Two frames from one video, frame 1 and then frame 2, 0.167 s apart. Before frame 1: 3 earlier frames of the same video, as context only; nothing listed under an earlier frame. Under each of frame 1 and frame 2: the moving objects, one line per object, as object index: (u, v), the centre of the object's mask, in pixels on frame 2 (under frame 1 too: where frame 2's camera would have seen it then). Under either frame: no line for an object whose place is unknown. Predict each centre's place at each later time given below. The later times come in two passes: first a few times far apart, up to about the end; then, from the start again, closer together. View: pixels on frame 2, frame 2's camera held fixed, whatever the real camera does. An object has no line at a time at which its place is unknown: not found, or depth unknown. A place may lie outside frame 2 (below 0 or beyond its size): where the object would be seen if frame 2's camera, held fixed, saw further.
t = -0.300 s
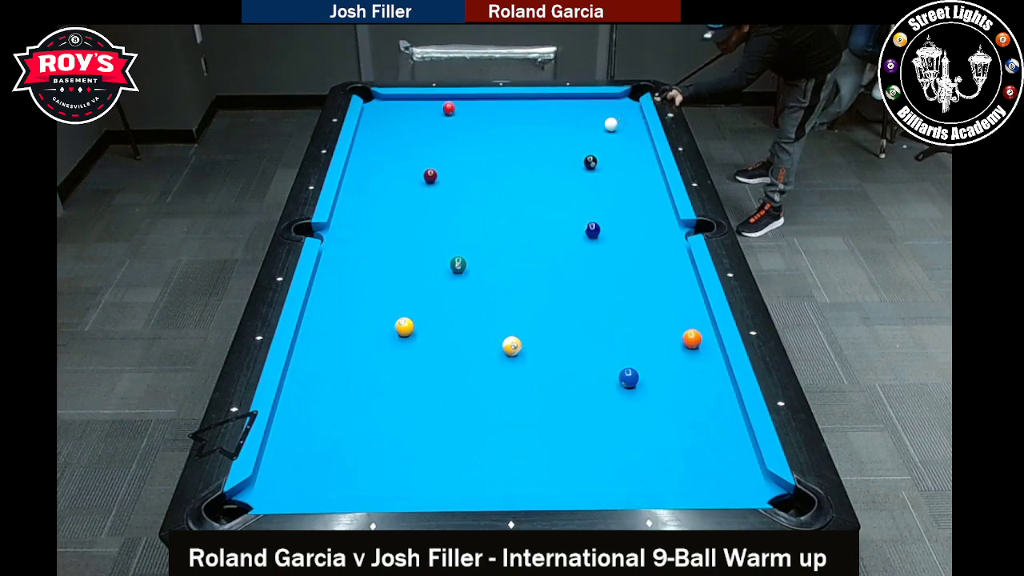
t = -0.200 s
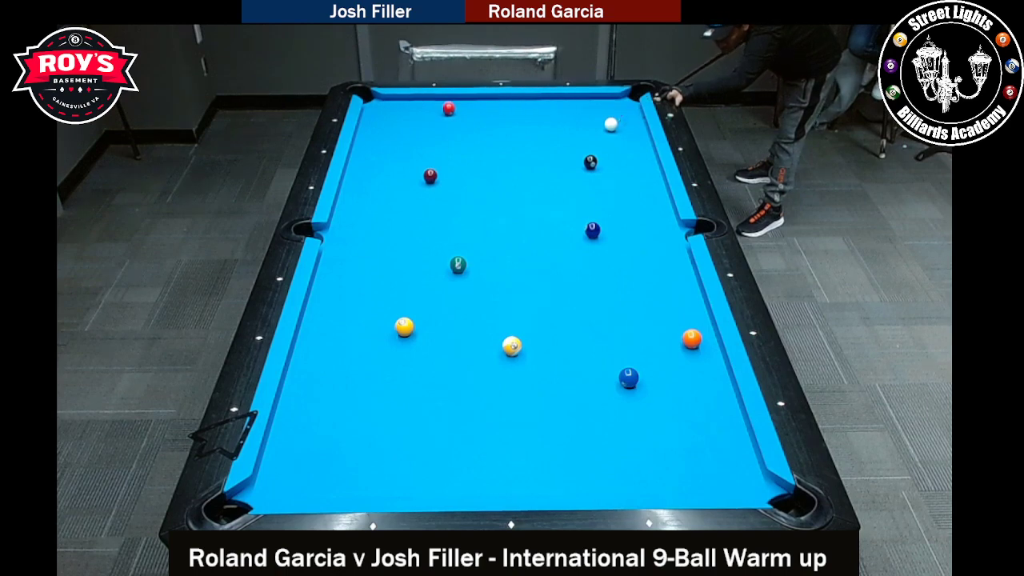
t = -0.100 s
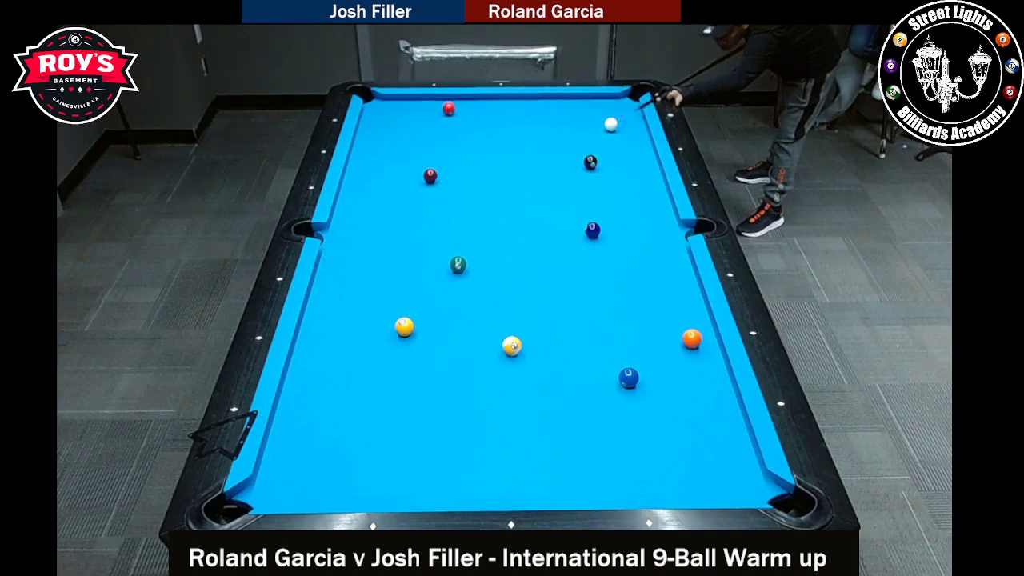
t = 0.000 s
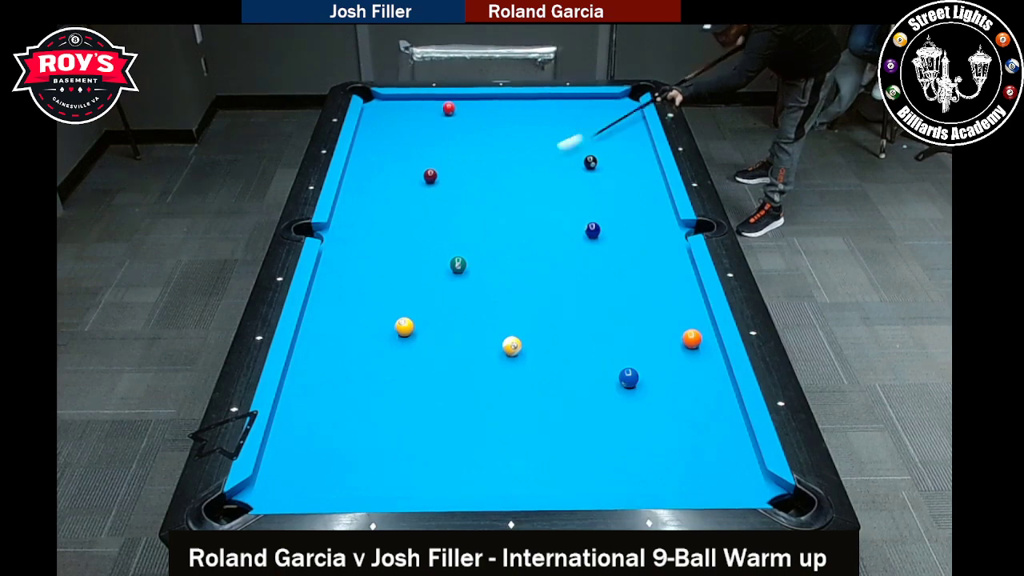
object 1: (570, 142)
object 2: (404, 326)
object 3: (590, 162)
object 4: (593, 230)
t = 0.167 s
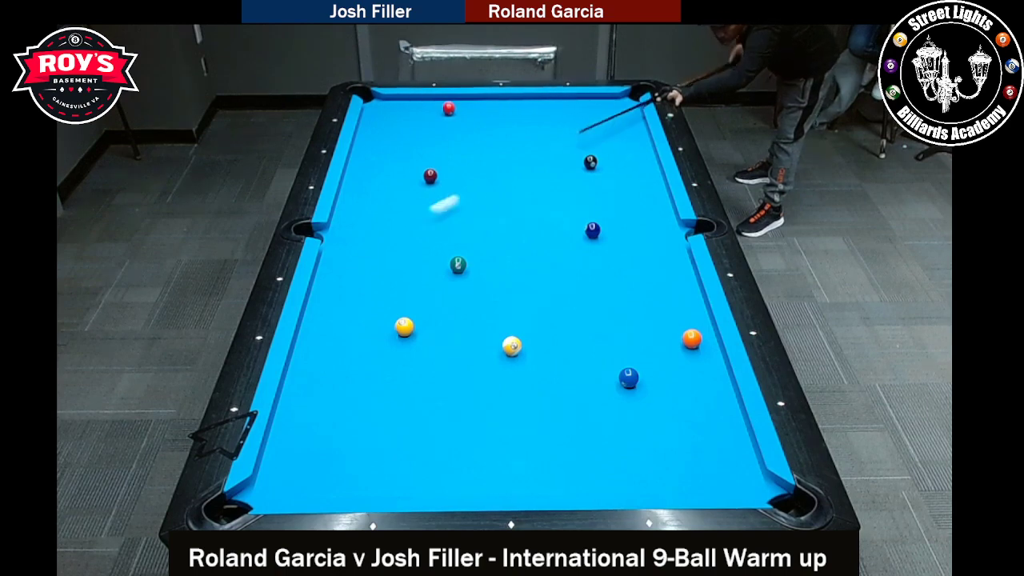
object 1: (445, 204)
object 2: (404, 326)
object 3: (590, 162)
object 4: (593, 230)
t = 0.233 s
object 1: (388, 233)
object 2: (404, 326)
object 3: (590, 162)
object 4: (593, 230)
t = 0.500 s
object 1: (376, 335)
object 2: (456, 344)
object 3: (590, 162)
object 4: (593, 230)
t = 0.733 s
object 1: (340, 404)
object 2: (621, 402)
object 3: (590, 162)
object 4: (593, 230)
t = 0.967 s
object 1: (298, 488)
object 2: (728, 457)
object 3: (590, 162)
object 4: (593, 230)
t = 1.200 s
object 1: (339, 440)
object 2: (634, 480)
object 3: (590, 162)
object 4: (593, 230)
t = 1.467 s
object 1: (377, 396)
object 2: (531, 450)
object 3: (590, 162)
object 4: (593, 230)
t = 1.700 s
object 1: (407, 363)
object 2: (449, 427)
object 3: (590, 162)
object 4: (593, 230)
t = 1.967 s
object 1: (436, 330)
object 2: (363, 403)
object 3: (590, 162)
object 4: (593, 230)
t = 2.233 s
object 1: (461, 301)
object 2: (292, 380)
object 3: (590, 162)
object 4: (593, 230)
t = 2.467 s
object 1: (482, 278)
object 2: (343, 354)
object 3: (590, 162)
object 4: (593, 230)
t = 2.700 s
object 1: (500, 258)
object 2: (388, 332)
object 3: (590, 162)
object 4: (593, 230)
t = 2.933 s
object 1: (516, 240)
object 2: (428, 311)
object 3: (590, 162)
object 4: (593, 230)
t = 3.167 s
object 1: (531, 223)
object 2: (465, 293)
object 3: (590, 162)
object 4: (593, 230)
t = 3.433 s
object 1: (546, 205)
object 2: (503, 273)
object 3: (590, 162)
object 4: (593, 230)
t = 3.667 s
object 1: (558, 192)
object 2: (534, 257)
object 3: (590, 162)
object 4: (593, 230)
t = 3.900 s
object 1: (569, 180)
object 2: (562, 243)
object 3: (590, 162)
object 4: (593, 230)
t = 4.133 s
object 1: (579, 168)
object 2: (581, 233)
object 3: (591, 162)
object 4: (599, 227)
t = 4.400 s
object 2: (584, 228)
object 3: (600, 157)
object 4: (618, 220)
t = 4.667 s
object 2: (588, 224)
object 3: (611, 153)
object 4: (635, 213)
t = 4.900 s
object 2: (590, 222)
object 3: (619, 149)
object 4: (649, 207)
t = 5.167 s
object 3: (628, 145)
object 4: (663, 201)
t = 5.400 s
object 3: (634, 142)
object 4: (660, 198)
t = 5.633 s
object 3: (640, 140)
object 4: (652, 196)
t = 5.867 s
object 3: (645, 138)
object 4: (645, 194)
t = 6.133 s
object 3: (642, 136)
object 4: (639, 192)
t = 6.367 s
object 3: (640, 135)
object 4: (635, 191)
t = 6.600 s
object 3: (638, 135)
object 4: (632, 190)
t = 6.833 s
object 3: (638, 135)
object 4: (630, 190)
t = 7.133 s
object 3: (638, 135)
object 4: (629, 189)
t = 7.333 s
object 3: (638, 135)
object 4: (629, 190)
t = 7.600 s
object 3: (638, 135)
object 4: (629, 190)
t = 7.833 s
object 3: (638, 135)
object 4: (629, 189)
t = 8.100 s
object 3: (638, 135)
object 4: (629, 189)
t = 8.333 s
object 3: (638, 135)
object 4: (629, 189)
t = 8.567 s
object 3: (638, 135)
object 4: (629, 189)
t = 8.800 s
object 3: (638, 135)
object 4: (629, 189)
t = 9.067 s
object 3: (638, 135)
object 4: (629, 189)
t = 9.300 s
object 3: (638, 135)
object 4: (629, 189)
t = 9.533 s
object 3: (638, 135)
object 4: (629, 189)
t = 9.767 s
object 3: (638, 135)
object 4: (629, 189)
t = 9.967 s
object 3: (638, 135)
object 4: (629, 189)
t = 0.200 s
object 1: (417, 218)
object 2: (404, 326)
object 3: (590, 162)
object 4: (593, 230)
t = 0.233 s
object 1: (388, 233)
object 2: (404, 326)
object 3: (590, 162)
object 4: (593, 230)
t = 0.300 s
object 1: (327, 264)
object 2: (404, 326)
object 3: (590, 162)
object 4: (593, 230)
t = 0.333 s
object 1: (333, 278)
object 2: (404, 326)
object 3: (590, 162)
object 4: (593, 230)
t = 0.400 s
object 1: (371, 307)
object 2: (404, 327)
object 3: (590, 162)
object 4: (593, 230)
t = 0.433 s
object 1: (386, 320)
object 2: (408, 327)
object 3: (590, 162)
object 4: (593, 230)
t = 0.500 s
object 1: (376, 335)
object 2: (456, 344)
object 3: (590, 162)
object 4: (593, 230)
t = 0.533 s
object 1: (371, 343)
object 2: (481, 352)
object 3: (590, 162)
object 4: (593, 230)
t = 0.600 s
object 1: (360, 362)
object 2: (529, 369)
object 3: (590, 162)
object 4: (593, 230)
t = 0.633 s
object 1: (356, 371)
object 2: (553, 378)
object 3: (590, 162)
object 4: (593, 230)
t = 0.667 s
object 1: (350, 382)
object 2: (576, 386)
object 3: (590, 162)
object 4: (593, 230)
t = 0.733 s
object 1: (340, 404)
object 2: (621, 402)
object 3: (590, 162)
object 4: (593, 230)
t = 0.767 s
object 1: (334, 415)
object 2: (643, 410)
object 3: (590, 162)
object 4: (593, 230)
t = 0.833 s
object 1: (323, 439)
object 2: (689, 427)
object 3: (590, 162)
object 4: (593, 230)
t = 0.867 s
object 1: (316, 451)
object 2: (713, 435)
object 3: (590, 162)
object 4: (593, 230)
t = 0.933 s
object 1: (304, 477)
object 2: (744, 451)
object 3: (590, 162)
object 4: (593, 230)
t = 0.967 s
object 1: (298, 488)
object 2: (728, 457)
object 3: (590, 162)
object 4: (593, 230)
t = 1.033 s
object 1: (310, 474)
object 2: (700, 469)
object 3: (590, 162)
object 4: (593, 230)
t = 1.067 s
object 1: (317, 465)
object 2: (687, 475)
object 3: (590, 162)
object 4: (593, 230)
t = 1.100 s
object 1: (323, 458)
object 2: (674, 482)
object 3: (590, 162)
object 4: (593, 230)
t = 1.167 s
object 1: (334, 445)
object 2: (647, 483)
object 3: (590, 162)
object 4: (593, 230)
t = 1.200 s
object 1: (339, 440)
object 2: (634, 480)
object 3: (590, 162)
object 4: (593, 230)
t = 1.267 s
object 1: (349, 428)
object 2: (607, 472)
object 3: (590, 162)
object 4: (593, 230)
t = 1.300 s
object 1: (354, 422)
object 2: (594, 469)
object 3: (590, 162)
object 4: (593, 230)
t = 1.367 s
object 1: (364, 412)
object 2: (568, 461)
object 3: (590, 162)
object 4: (593, 230)
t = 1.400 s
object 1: (369, 406)
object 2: (556, 458)
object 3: (590, 162)
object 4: (593, 230)
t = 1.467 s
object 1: (377, 396)
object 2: (531, 450)
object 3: (590, 162)
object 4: (593, 230)
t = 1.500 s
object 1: (382, 391)
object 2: (519, 447)
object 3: (590, 162)
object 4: (593, 230)
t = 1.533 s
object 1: (386, 386)
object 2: (507, 444)
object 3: (590, 162)
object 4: (593, 230)
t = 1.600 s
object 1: (394, 377)
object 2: (483, 437)
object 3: (590, 162)
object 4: (593, 230)
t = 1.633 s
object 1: (399, 372)
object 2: (472, 434)
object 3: (590, 162)
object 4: (593, 230)
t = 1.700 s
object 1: (407, 363)
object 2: (449, 427)
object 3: (590, 162)
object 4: (593, 230)
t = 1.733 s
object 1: (410, 359)
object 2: (438, 424)
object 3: (590, 162)
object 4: (593, 230)
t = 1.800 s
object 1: (418, 350)
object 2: (417, 418)
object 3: (590, 162)
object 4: (593, 230)
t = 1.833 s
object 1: (422, 345)
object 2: (405, 414)
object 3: (590, 162)
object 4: (593, 230)
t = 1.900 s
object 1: (429, 337)
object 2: (384, 408)
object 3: (590, 162)
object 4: (593, 230)
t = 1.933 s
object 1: (433, 334)
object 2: (374, 406)
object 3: (590, 162)
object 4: (593, 230)
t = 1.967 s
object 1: (436, 330)
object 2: (363, 403)
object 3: (590, 162)
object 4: (593, 230)
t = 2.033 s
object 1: (443, 322)
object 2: (343, 397)
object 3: (590, 162)
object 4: (593, 230)
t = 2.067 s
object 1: (446, 318)
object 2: (333, 394)
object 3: (590, 162)
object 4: (593, 230)
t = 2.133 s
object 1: (452, 311)
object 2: (313, 388)
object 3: (590, 162)
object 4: (593, 230)
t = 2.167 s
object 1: (455, 308)
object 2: (304, 386)
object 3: (590, 162)
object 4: (593, 230)
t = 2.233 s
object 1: (461, 301)
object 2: (292, 380)
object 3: (590, 162)
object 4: (593, 230)
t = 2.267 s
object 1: (465, 297)
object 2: (301, 376)
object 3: (590, 162)
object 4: (593, 230)
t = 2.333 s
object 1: (471, 291)
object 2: (315, 368)
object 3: (590, 162)
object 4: (593, 230)
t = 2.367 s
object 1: (473, 287)
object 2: (322, 365)
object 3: (590, 162)
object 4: (593, 230)
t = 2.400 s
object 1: (476, 284)
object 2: (329, 361)
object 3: (590, 162)
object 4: (593, 230)
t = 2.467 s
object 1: (482, 278)
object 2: (343, 354)
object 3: (590, 162)
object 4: (593, 230)
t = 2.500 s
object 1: (484, 275)
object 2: (349, 351)
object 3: (590, 162)
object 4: (593, 230)
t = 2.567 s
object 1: (489, 269)
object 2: (363, 344)
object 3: (590, 162)
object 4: (593, 230)
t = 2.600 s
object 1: (492, 266)
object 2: (369, 341)
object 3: (590, 162)
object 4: (593, 230)
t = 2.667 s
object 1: (497, 261)
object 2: (382, 335)
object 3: (590, 162)
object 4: (593, 230)
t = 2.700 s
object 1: (500, 258)
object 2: (388, 332)
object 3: (590, 162)
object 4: (593, 230)
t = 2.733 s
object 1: (502, 255)
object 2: (394, 329)
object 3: (590, 162)
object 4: (593, 230)
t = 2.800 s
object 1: (507, 250)
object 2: (405, 323)
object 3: (590, 162)
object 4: (593, 230)
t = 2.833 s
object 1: (509, 247)
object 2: (411, 320)
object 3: (590, 162)
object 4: (593, 230)
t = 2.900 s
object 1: (514, 242)
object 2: (423, 314)
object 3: (590, 162)
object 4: (593, 230)
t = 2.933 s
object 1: (516, 240)
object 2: (428, 311)
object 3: (590, 162)
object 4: (593, 230)
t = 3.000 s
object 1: (520, 235)
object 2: (439, 306)
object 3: (590, 162)
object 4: (593, 230)
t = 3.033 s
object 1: (523, 232)
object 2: (444, 303)
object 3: (590, 162)
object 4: (593, 230)
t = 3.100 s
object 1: (527, 227)
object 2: (455, 298)
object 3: (590, 162)
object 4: (593, 230)
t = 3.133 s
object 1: (529, 225)
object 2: (460, 295)
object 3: (590, 162)
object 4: (593, 230)
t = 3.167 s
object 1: (531, 223)
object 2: (465, 293)
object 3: (590, 162)
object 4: (593, 230)
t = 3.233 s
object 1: (535, 218)
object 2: (475, 288)
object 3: (590, 162)
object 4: (593, 230)
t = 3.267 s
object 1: (537, 216)
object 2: (480, 285)
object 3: (590, 162)
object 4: (593, 230)
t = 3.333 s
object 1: (540, 212)
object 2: (489, 280)
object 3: (590, 162)
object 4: (593, 230)
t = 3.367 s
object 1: (542, 210)
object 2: (494, 278)
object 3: (590, 162)
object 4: (593, 230)
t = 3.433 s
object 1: (546, 205)
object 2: (503, 273)
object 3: (590, 162)
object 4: (593, 230)
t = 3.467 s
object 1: (548, 203)
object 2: (508, 271)
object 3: (590, 162)
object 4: (593, 230)
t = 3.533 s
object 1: (551, 200)
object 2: (517, 267)
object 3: (590, 162)
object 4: (593, 230)
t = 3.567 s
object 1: (553, 198)
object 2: (521, 264)
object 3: (590, 162)
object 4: (593, 230)
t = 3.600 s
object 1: (555, 195)
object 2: (525, 262)
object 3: (590, 162)
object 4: (593, 230)
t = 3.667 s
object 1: (558, 192)
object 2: (534, 257)
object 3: (590, 162)
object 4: (593, 230)
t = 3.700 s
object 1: (559, 190)
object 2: (538, 256)
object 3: (590, 162)
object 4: (593, 230)
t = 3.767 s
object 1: (563, 186)
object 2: (546, 251)
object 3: (590, 162)
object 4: (593, 230)
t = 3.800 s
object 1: (565, 185)
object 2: (550, 249)
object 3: (590, 162)
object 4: (593, 230)
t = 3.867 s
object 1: (568, 181)
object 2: (558, 245)
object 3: (590, 162)
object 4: (593, 230)
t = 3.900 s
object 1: (569, 180)
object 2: (562, 243)
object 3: (590, 162)
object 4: (593, 230)
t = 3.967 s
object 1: (572, 176)
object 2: (569, 239)
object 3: (590, 162)
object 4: (593, 230)
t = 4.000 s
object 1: (573, 175)
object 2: (573, 237)
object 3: (590, 162)
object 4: (593, 230)
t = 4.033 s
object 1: (575, 173)
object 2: (577, 235)
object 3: (590, 162)
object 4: (593, 230)
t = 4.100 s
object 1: (578, 170)
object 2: (580, 234)
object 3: (590, 162)
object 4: (596, 229)
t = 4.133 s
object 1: (579, 168)
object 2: (581, 233)
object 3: (591, 162)
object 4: (599, 227)
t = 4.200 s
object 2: (582, 232)
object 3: (592, 161)
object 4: (604, 226)
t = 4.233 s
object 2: (582, 231)
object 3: (593, 161)
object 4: (606, 225)
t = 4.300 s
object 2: (583, 230)
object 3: (596, 160)
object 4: (611, 223)
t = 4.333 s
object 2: (584, 229)
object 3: (597, 159)
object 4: (613, 222)
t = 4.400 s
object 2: (584, 228)
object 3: (600, 157)
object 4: (618, 220)
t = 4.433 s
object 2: (585, 228)
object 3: (602, 157)
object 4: (620, 219)
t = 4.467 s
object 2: (585, 227)
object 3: (603, 156)
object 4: (622, 218)
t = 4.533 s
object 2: (586, 226)
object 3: (606, 155)
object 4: (626, 216)
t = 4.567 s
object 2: (586, 226)
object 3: (607, 154)
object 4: (629, 215)
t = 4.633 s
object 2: (587, 225)
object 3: (609, 153)
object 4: (633, 213)
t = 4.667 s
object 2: (588, 224)
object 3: (611, 153)
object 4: (635, 213)
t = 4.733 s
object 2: (588, 223)
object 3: (613, 152)
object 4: (639, 211)
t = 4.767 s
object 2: (589, 223)
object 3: (614, 151)
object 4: (641, 210)
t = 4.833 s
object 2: (589, 222)
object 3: (617, 150)
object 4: (645, 209)
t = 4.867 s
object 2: (590, 222)
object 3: (618, 150)
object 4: (647, 208)
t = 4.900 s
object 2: (590, 222)
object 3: (619, 149)
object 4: (649, 207)
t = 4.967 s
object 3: (621, 148)
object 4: (652, 205)
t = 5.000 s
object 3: (622, 147)
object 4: (654, 205)
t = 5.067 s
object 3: (625, 147)
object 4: (658, 203)
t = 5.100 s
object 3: (626, 146)
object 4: (660, 202)
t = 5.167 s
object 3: (628, 145)
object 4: (663, 201)
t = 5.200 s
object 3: (629, 145)
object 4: (665, 200)
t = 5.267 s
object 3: (631, 144)
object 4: (665, 200)
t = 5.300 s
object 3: (631, 144)
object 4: (663, 199)
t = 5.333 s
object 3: (633, 143)
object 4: (662, 199)
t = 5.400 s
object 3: (634, 142)
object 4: (660, 198)
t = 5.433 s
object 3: (635, 142)
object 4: (658, 197)
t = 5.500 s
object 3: (637, 142)
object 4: (656, 197)
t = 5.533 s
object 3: (638, 141)
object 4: (655, 196)
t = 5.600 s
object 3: (639, 140)
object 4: (653, 196)
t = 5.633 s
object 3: (640, 140)
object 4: (652, 196)
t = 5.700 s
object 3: (642, 139)
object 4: (650, 195)
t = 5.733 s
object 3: (642, 139)
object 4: (649, 195)
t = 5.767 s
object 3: (643, 138)
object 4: (648, 195)
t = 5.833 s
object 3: (645, 138)
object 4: (646, 194)
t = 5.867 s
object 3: (645, 138)
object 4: (645, 194)
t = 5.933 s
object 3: (645, 137)
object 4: (644, 193)
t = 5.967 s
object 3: (644, 137)
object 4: (643, 193)
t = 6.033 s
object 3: (643, 137)
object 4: (641, 193)
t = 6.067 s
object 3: (643, 137)
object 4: (641, 192)
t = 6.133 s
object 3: (642, 136)
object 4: (639, 192)
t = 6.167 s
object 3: (641, 136)
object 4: (639, 192)
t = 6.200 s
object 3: (641, 136)
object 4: (638, 192)
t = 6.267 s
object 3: (641, 136)
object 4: (637, 191)
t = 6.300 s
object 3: (640, 136)
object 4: (636, 191)
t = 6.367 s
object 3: (640, 135)
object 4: (635, 191)
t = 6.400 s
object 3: (639, 136)
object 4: (635, 191)
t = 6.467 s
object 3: (639, 135)
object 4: (634, 191)
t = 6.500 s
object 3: (639, 135)
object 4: (633, 190)
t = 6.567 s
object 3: (639, 135)
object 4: (632, 190)
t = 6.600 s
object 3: (638, 135)
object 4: (632, 190)
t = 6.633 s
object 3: (638, 135)
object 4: (632, 190)
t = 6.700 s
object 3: (638, 135)
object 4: (631, 190)
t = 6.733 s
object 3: (638, 135)
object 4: (631, 190)
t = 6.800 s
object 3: (638, 135)
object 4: (630, 190)
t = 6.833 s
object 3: (638, 135)
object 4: (630, 190)
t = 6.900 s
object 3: (638, 135)
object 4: (630, 189)
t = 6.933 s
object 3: (638, 135)
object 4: (629, 190)
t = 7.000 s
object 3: (638, 135)
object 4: (629, 189)
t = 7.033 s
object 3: (638, 135)
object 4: (629, 189)
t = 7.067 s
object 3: (638, 135)
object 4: (629, 189)
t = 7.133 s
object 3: (638, 135)
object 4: (629, 189)
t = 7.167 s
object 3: (638, 135)
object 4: (629, 189)
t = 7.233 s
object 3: (638, 135)
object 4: (629, 189)
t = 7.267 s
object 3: (638, 135)
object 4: (629, 189)
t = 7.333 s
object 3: (638, 135)
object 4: (629, 190)
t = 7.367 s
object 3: (638, 135)
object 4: (629, 190)
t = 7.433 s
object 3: (638, 135)
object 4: (629, 190)
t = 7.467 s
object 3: (638, 135)
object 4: (629, 190)
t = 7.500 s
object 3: (638, 135)
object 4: (629, 190)
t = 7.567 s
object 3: (638, 135)
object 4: (629, 190)
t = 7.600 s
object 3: (638, 135)
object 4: (629, 190)
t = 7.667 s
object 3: (638, 135)
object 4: (629, 190)
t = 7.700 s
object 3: (638, 135)
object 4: (629, 190)
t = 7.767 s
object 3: (638, 135)
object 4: (629, 189)
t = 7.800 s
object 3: (638, 135)
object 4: (629, 189)
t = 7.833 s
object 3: (638, 135)
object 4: (629, 189)
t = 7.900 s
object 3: (638, 135)
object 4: (629, 189)
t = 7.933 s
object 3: (638, 135)
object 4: (629, 189)
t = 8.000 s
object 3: (638, 135)
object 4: (629, 189)
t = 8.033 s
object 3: (638, 135)
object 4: (629, 189)
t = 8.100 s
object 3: (638, 135)
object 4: (629, 189)
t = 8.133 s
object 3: (638, 135)
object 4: (629, 189)
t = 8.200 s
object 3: (638, 135)
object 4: (629, 189)
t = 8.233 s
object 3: (638, 135)
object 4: (629, 189)
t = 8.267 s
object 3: (638, 135)
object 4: (629, 189)
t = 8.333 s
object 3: (638, 135)
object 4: (629, 189)
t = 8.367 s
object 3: (638, 135)
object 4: (629, 189)
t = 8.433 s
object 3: (638, 135)
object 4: (629, 189)
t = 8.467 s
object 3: (638, 135)
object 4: (629, 189)
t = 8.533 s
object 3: (638, 135)
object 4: (629, 189)
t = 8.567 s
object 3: (638, 135)
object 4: (629, 189)
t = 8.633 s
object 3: (638, 135)
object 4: (629, 189)
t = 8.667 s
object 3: (638, 135)
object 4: (629, 189)
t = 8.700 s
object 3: (638, 135)
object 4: (629, 189)
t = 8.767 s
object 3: (638, 135)
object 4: (629, 189)
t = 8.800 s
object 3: (638, 135)
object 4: (629, 189)
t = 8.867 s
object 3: (638, 135)
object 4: (629, 189)
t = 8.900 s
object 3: (638, 135)
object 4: (629, 189)
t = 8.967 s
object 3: (638, 135)
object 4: (629, 189)
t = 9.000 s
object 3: (638, 135)
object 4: (629, 189)
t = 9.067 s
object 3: (638, 135)
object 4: (629, 189)
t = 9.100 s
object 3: (638, 135)
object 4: (629, 189)
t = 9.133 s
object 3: (638, 135)
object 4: (629, 189)
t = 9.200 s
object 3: (638, 135)
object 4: (629, 189)
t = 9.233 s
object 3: (638, 135)
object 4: (629, 189)
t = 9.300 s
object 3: (638, 135)
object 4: (629, 189)
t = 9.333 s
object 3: (638, 135)
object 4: (629, 189)
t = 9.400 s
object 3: (638, 135)
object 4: (629, 189)
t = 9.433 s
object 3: (638, 135)
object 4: (629, 189)
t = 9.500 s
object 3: (638, 135)
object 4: (629, 189)
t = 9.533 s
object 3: (638, 135)
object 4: (629, 189)
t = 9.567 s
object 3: (638, 135)
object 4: (629, 189)
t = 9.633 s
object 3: (638, 135)
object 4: (629, 189)
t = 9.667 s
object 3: (638, 135)
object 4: (629, 189)
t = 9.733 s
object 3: (638, 135)
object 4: (629, 189)
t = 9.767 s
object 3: (638, 135)
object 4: (629, 189)
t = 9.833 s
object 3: (638, 135)
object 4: (629, 189)
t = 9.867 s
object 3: (638, 135)
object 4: (629, 189)
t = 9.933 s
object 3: (638, 135)
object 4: (629, 189)
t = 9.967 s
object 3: (638, 135)
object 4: (629, 189)
